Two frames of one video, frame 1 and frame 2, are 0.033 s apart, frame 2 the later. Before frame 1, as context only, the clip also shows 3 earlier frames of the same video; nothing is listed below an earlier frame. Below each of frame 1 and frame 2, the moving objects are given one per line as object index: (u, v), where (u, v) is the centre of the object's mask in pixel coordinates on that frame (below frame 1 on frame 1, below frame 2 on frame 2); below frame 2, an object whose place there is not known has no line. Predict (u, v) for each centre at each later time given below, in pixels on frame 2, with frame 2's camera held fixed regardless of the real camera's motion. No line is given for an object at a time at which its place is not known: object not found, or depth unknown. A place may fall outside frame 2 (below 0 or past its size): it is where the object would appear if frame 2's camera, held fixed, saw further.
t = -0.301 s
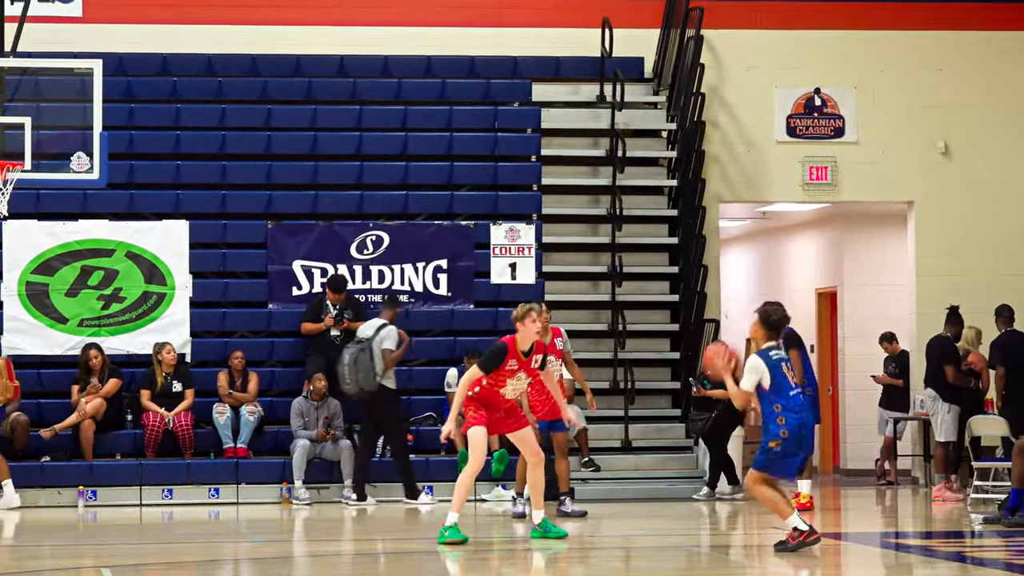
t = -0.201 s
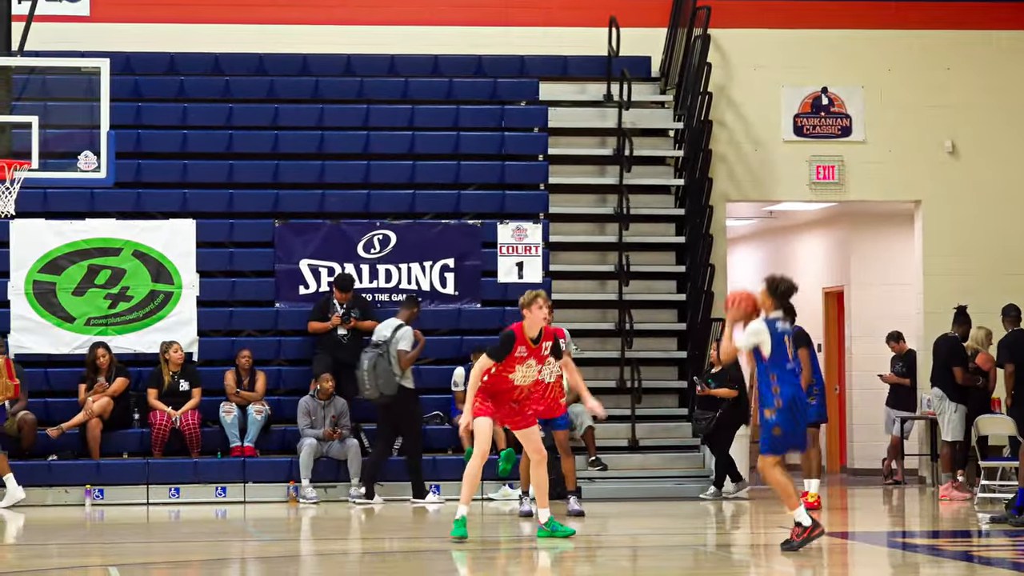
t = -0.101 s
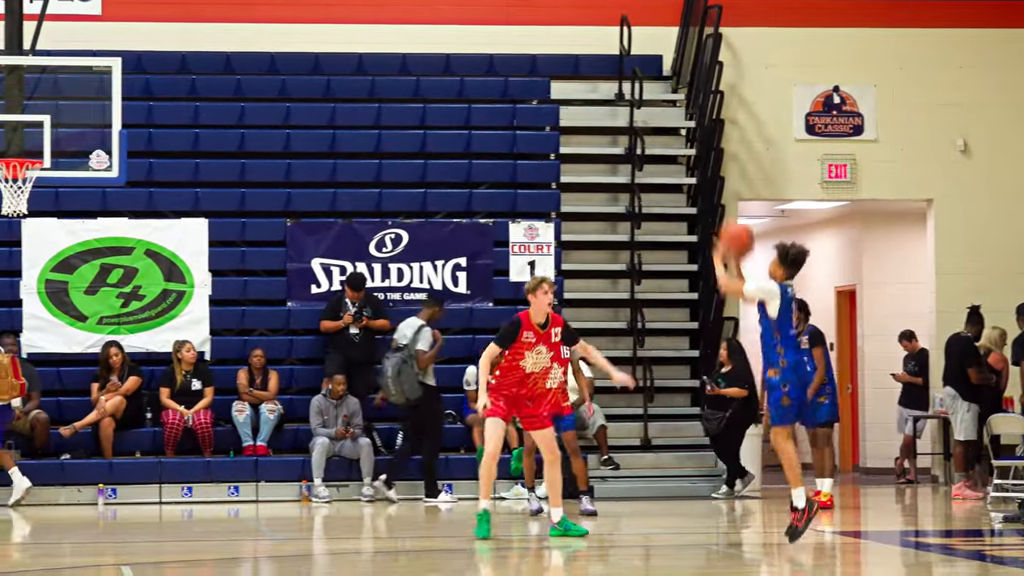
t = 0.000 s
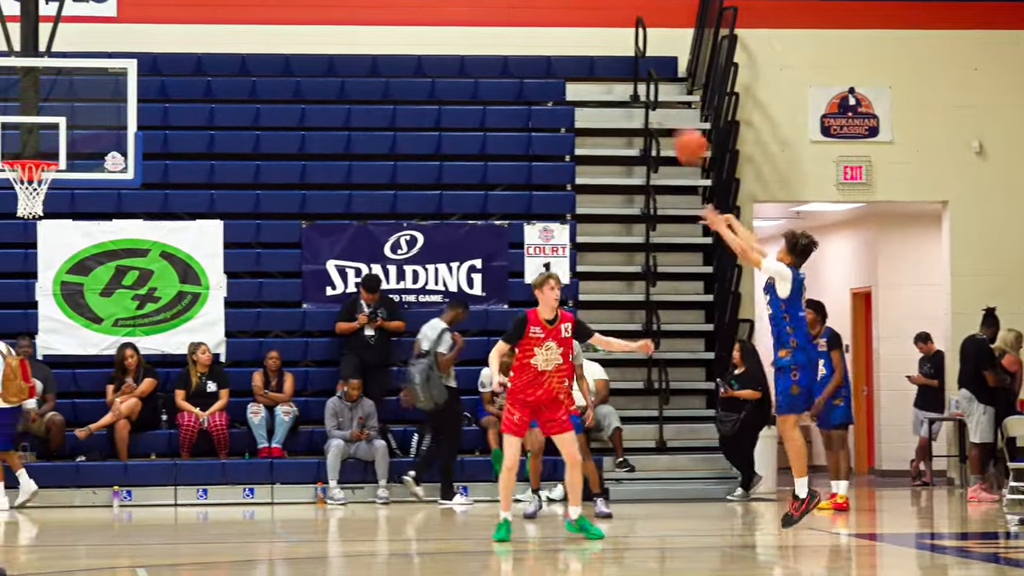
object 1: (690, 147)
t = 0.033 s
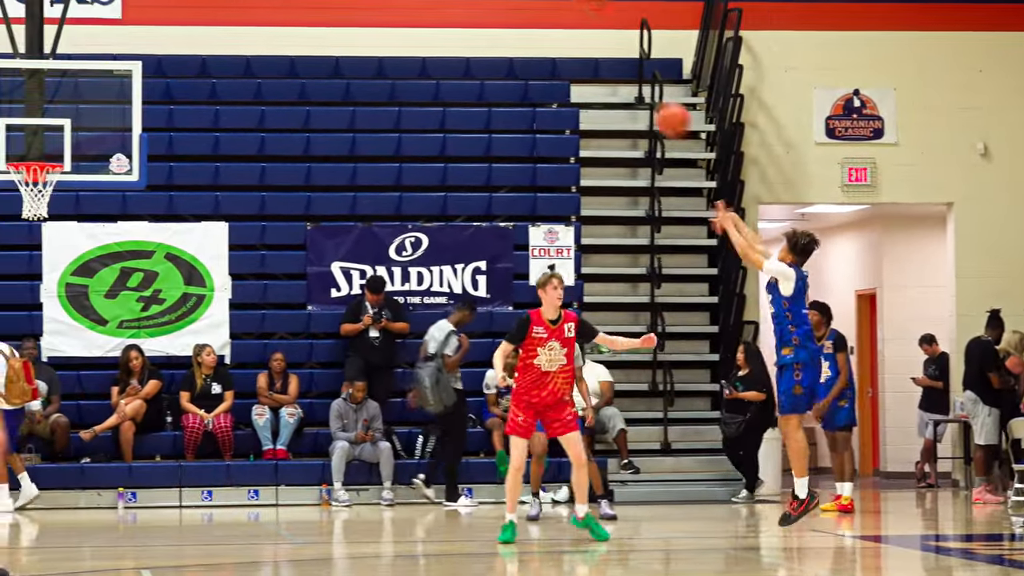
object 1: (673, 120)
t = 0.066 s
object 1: (650, 91)
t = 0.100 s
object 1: (630, 68)
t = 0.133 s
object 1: (608, 42)
